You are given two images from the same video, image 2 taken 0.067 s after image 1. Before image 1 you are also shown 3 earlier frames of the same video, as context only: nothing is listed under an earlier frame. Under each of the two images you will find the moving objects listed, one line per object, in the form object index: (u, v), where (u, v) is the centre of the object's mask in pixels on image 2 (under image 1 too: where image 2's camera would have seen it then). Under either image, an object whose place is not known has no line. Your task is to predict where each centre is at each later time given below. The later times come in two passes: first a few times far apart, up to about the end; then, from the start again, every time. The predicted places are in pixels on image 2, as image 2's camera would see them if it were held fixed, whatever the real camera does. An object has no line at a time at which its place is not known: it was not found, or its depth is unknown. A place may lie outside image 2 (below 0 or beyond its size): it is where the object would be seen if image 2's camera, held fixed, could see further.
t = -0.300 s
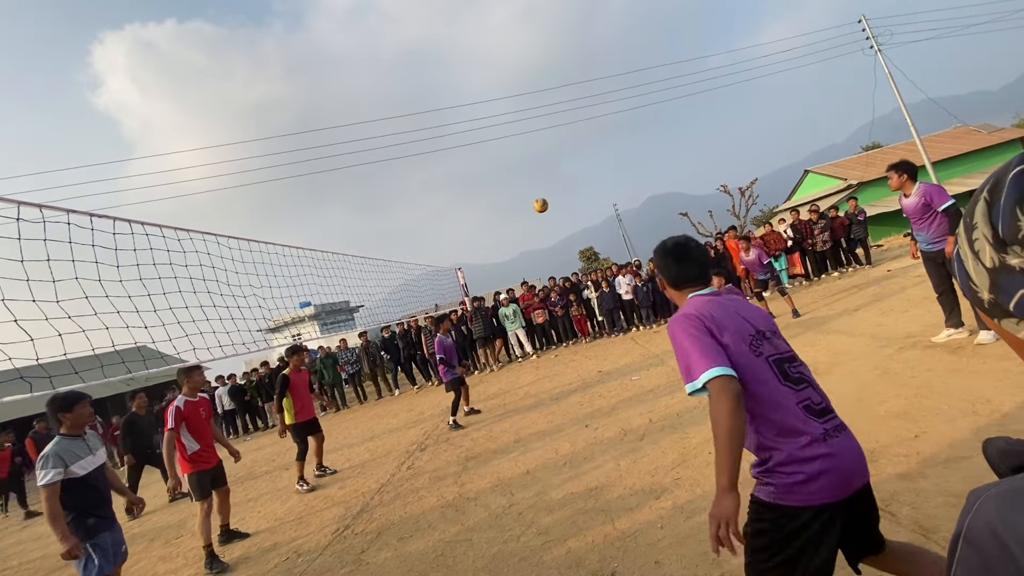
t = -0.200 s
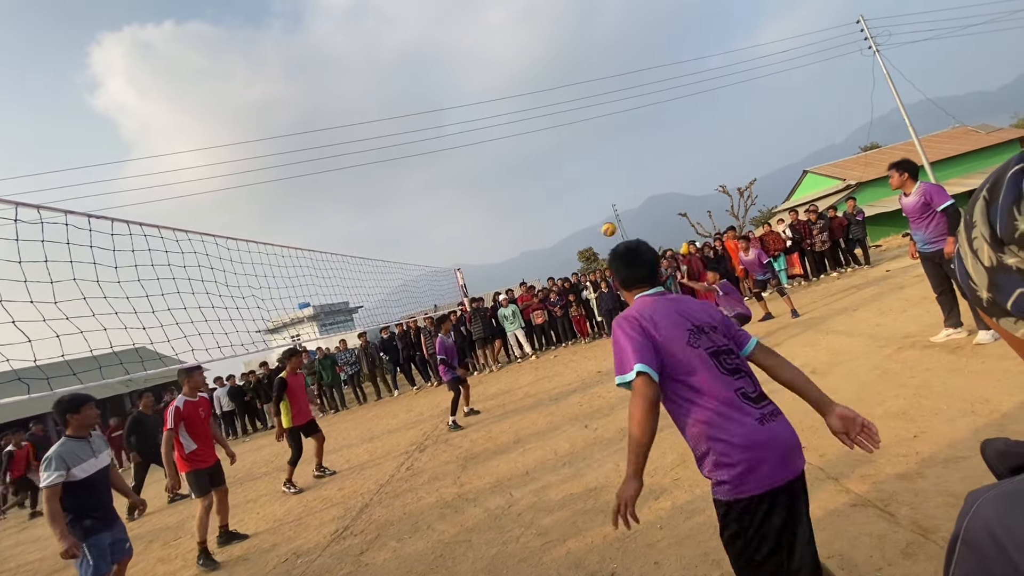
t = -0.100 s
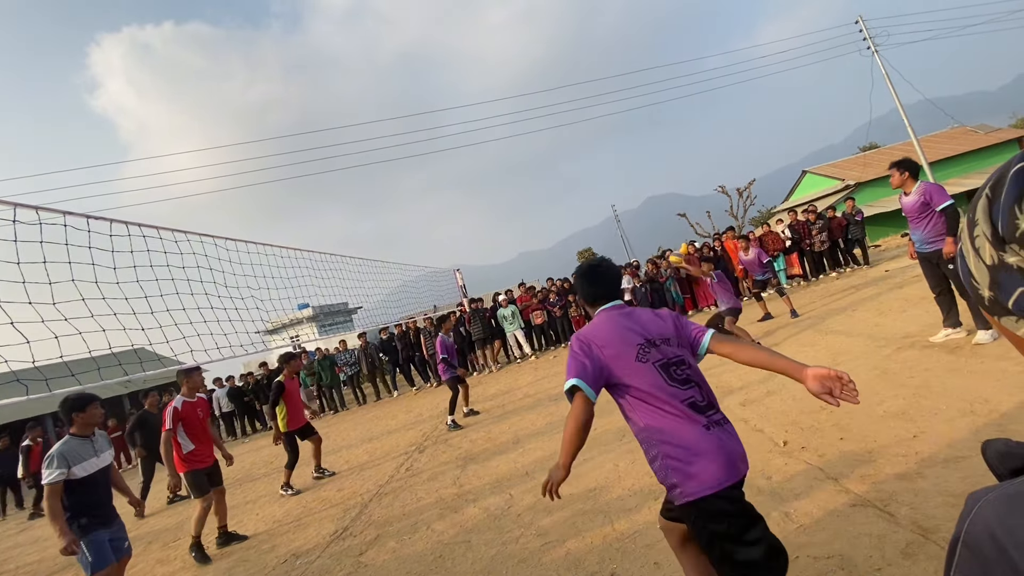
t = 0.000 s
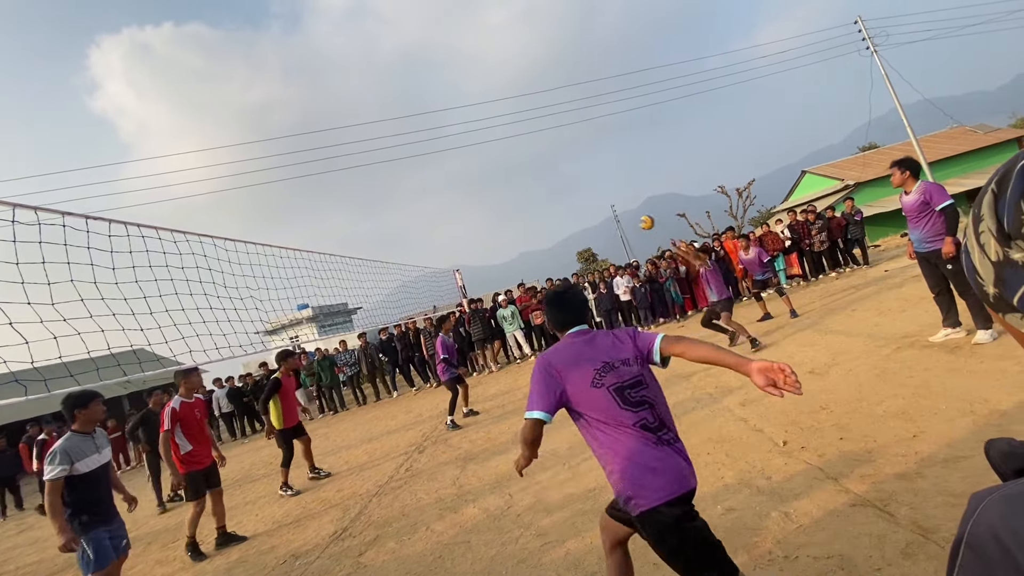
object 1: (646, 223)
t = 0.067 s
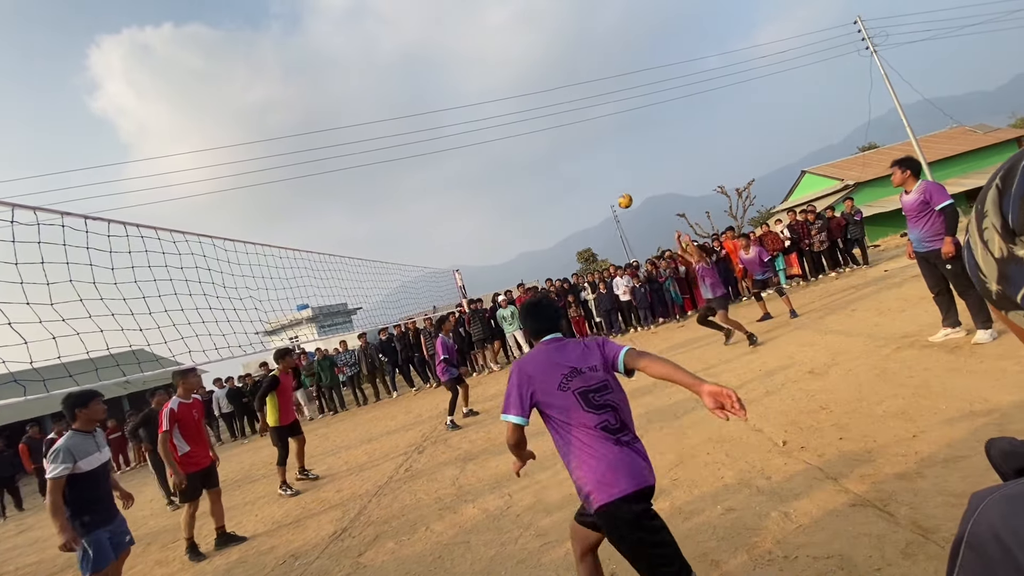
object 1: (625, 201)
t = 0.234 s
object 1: (576, 162)
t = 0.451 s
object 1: (523, 140)
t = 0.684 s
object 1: (475, 154)
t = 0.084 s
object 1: (619, 196)
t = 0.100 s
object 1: (614, 192)
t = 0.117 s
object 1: (609, 188)
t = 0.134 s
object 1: (605, 183)
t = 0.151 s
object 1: (599, 179)
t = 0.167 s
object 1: (595, 175)
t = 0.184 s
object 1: (590, 171)
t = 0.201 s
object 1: (585, 168)
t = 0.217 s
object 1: (580, 165)
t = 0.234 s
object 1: (576, 162)
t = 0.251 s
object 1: (571, 159)
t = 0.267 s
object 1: (567, 156)
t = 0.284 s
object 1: (563, 154)
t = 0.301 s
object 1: (559, 152)
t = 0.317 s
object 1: (555, 149)
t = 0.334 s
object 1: (550, 148)
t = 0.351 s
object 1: (546, 146)
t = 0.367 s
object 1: (542, 144)
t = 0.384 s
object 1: (538, 143)
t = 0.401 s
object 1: (534, 142)
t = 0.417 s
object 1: (531, 141)
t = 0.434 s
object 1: (527, 140)
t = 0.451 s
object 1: (523, 140)
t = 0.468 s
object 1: (520, 139)
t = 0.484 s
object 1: (516, 139)
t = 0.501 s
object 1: (513, 139)
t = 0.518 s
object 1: (509, 139)
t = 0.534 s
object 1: (506, 140)
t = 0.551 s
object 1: (503, 140)
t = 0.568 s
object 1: (496, 142)
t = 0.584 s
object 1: (493, 143)
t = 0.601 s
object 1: (490, 145)
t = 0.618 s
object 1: (486, 146)
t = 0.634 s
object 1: (484, 148)
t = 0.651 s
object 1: (481, 149)
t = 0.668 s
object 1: (478, 152)
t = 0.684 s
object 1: (475, 154)
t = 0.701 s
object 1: (472, 156)
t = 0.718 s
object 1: (470, 159)
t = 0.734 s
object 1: (467, 162)
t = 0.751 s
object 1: (465, 165)
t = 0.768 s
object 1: (462, 168)
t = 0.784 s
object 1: (459, 171)
